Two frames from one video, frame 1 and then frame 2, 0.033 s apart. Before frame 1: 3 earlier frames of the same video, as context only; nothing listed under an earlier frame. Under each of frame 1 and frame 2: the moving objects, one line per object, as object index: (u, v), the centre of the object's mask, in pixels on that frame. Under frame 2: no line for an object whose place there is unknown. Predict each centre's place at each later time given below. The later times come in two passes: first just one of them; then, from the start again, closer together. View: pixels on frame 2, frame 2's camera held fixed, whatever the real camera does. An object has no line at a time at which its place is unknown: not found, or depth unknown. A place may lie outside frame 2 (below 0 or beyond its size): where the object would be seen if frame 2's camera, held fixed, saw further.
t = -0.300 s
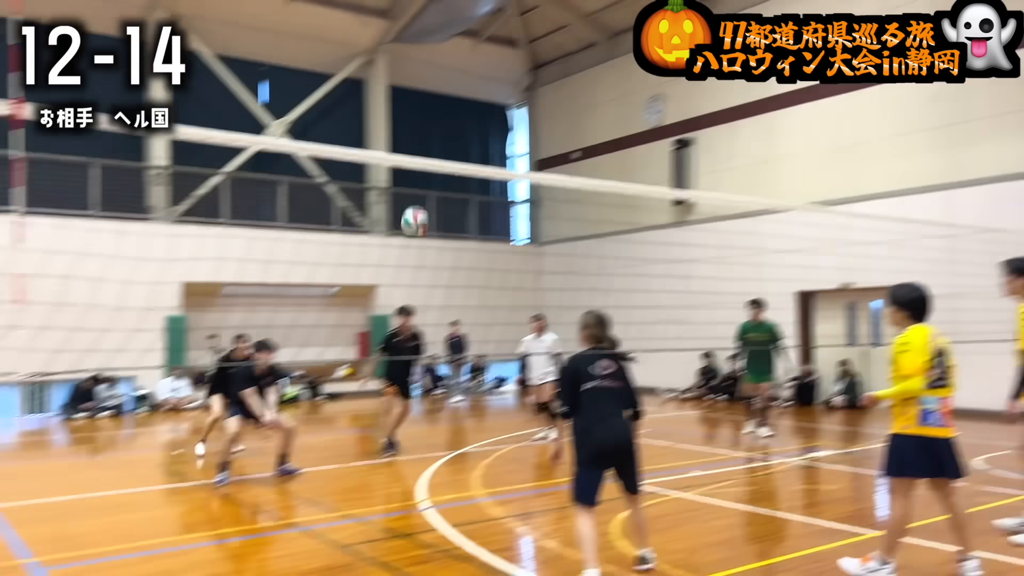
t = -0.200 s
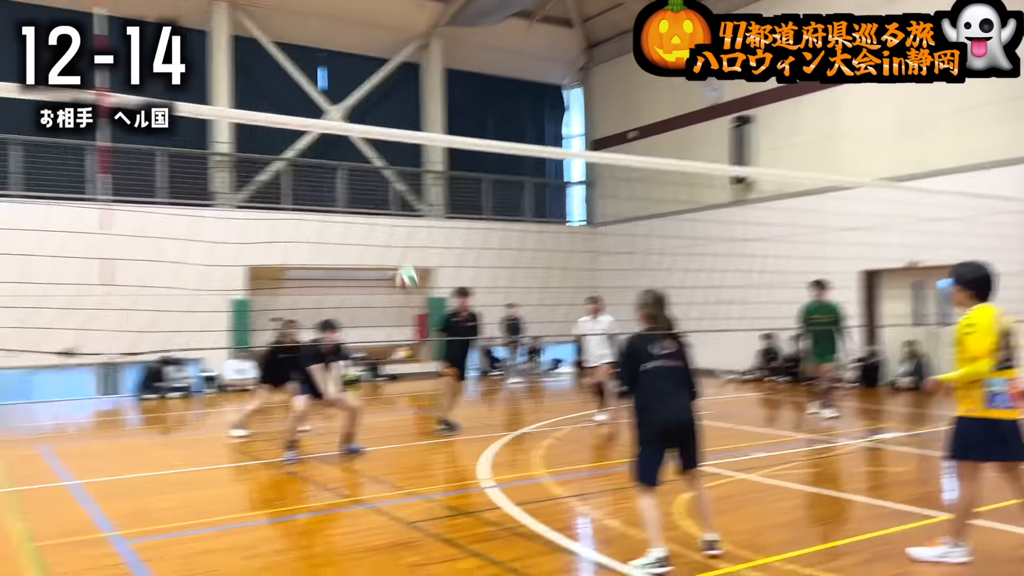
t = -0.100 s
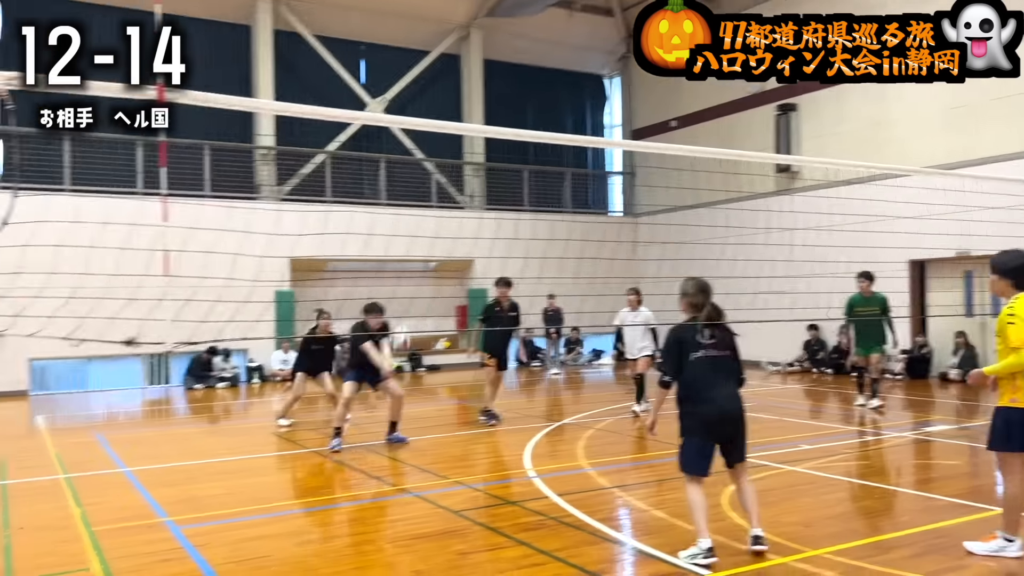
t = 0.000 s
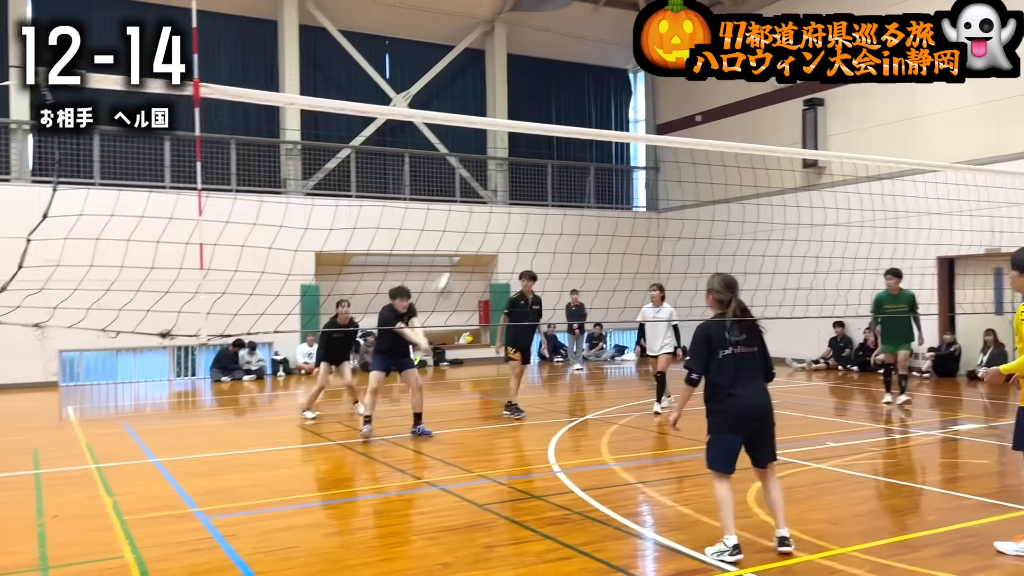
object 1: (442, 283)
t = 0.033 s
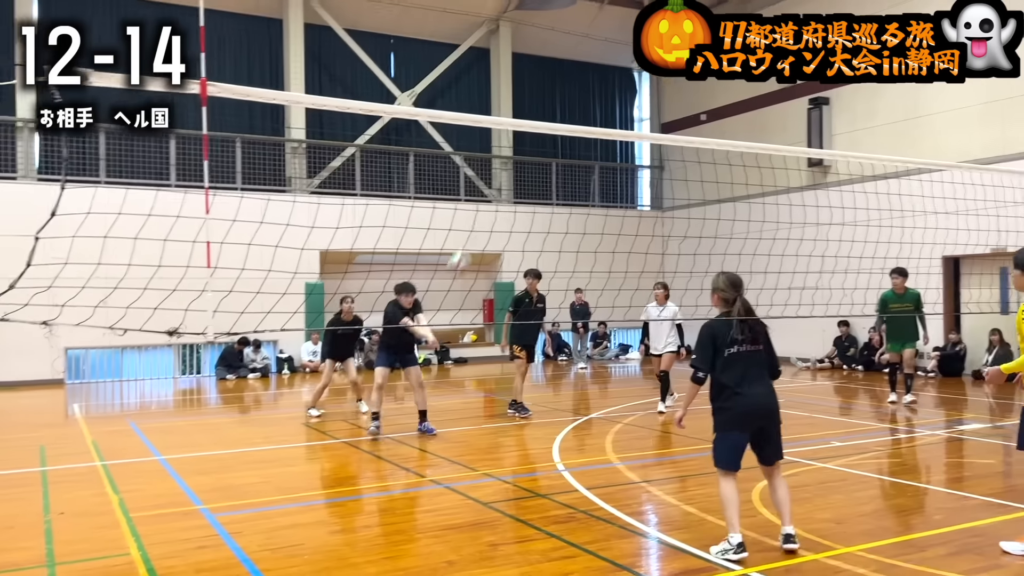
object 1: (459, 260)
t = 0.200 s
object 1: (518, 161)
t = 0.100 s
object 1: (483, 222)
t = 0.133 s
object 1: (494, 199)
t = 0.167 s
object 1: (506, 179)
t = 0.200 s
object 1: (518, 161)
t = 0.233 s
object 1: (529, 145)
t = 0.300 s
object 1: (550, 113)
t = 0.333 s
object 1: (561, 99)
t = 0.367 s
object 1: (572, 86)
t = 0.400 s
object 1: (583, 74)
